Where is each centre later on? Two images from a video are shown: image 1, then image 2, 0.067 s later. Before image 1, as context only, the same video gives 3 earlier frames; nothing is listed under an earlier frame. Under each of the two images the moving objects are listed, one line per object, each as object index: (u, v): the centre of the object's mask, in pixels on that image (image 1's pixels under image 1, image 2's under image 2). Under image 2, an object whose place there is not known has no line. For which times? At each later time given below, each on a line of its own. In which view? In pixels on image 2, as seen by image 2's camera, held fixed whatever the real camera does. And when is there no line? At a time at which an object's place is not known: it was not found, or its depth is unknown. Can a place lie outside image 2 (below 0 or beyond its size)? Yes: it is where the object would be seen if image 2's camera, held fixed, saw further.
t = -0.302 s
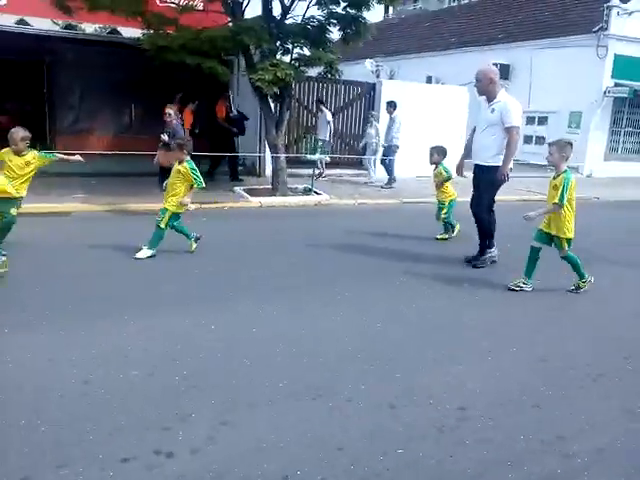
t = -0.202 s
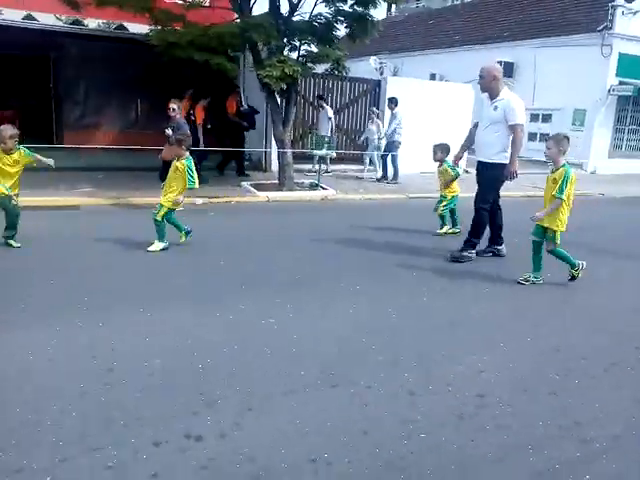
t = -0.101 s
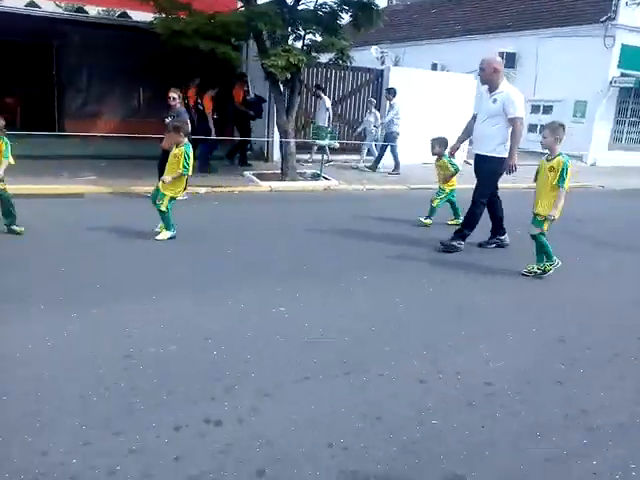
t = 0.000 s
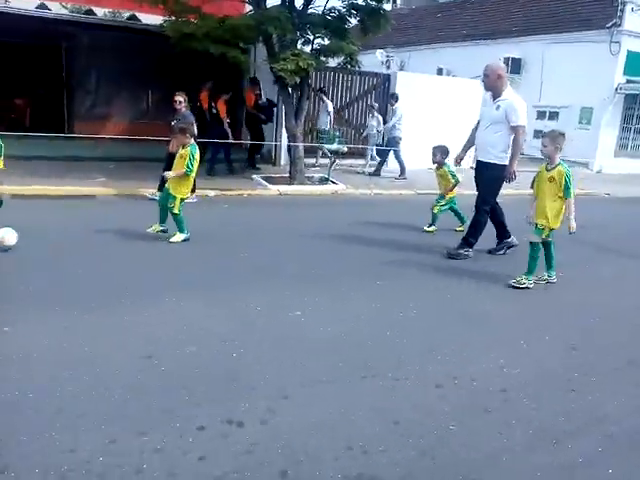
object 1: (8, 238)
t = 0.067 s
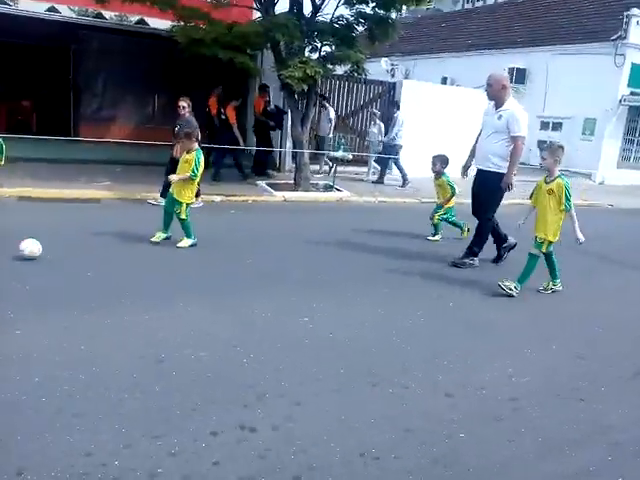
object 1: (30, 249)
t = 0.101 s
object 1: (36, 250)
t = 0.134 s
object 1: (41, 252)
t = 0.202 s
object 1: (53, 258)
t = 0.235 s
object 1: (58, 260)
